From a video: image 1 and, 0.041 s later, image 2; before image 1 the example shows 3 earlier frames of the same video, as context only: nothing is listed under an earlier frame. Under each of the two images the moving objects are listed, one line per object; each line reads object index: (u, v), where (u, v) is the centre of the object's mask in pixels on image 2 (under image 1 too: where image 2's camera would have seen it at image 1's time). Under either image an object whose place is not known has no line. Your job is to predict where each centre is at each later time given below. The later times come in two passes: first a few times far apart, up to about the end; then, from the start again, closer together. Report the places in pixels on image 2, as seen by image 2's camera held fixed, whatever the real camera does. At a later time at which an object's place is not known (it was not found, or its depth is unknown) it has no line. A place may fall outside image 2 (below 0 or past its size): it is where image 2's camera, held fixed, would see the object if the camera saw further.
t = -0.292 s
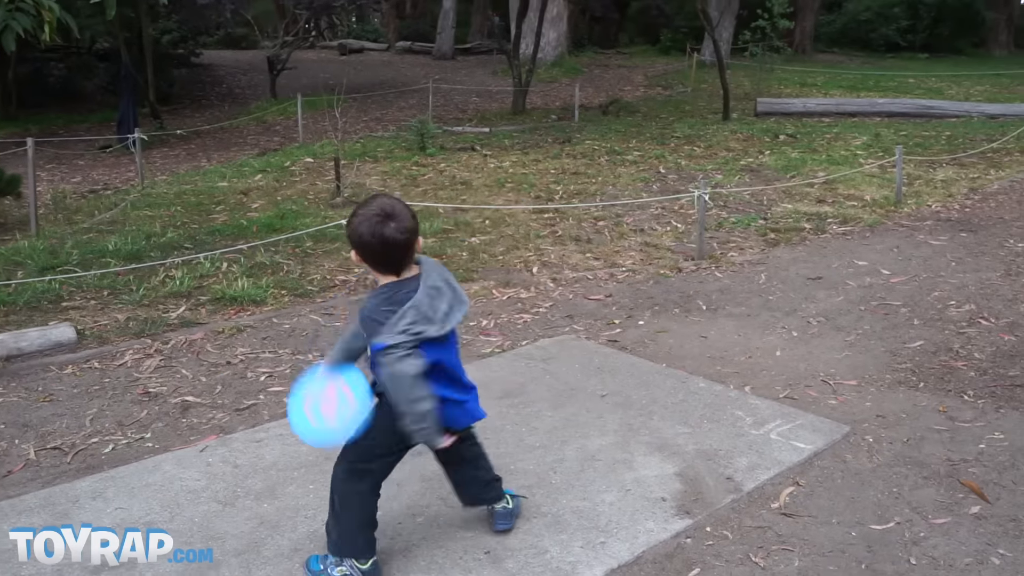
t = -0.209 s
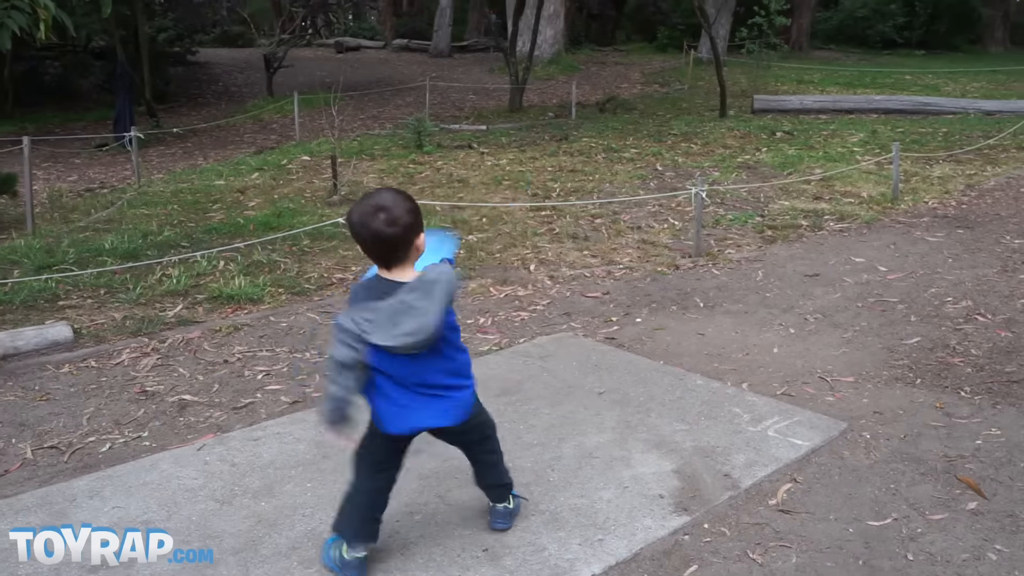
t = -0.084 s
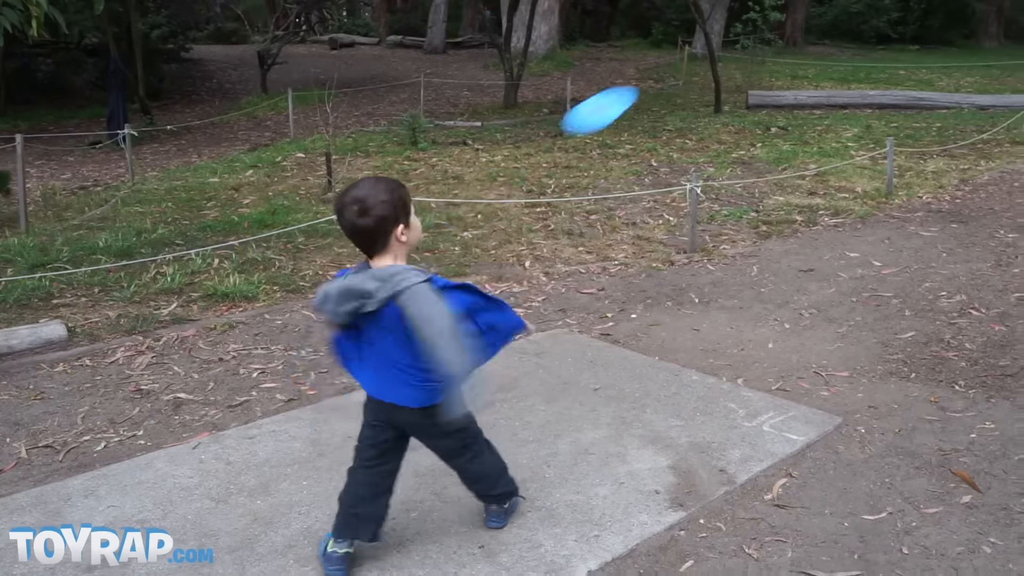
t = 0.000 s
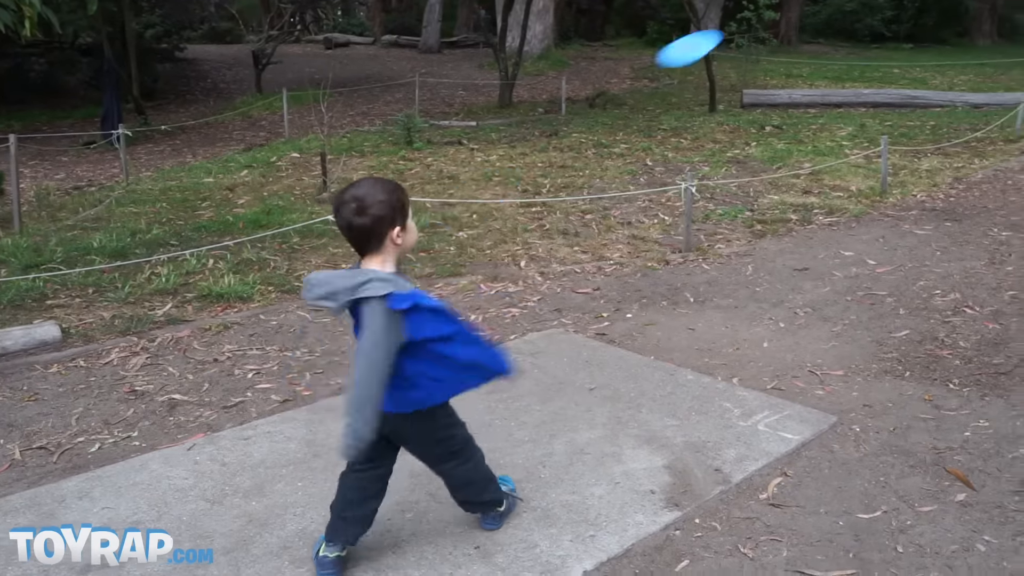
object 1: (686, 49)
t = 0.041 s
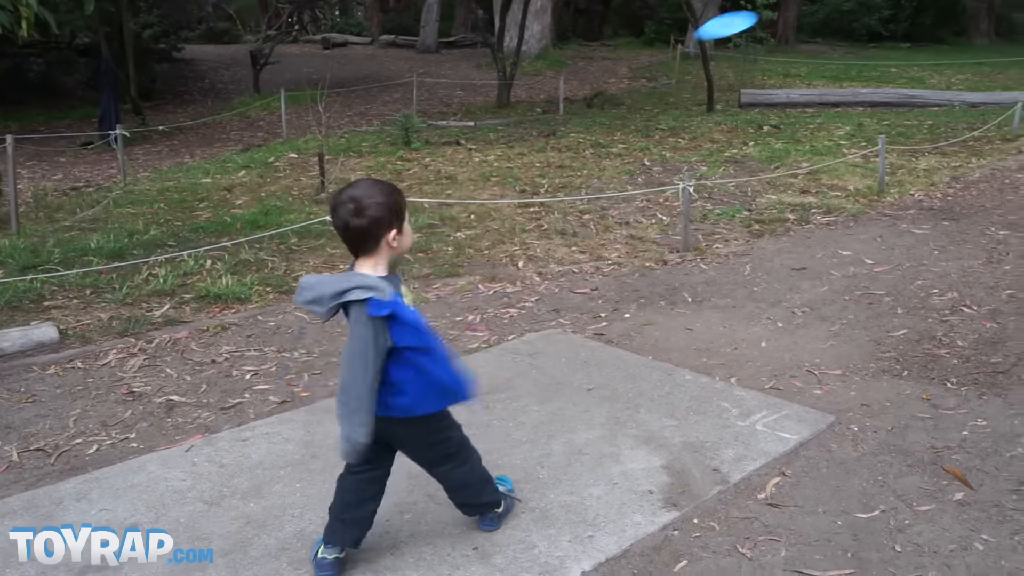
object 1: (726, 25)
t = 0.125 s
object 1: (785, -2)
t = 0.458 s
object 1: (933, -31)
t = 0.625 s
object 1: (979, -22)
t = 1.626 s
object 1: (947, 140)
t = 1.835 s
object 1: (929, 143)
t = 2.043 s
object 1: (925, 142)
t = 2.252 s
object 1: (928, 147)
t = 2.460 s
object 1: (927, 147)
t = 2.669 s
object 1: (927, 147)
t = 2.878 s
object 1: (927, 147)
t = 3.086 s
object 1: (927, 147)
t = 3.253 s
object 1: (926, 147)
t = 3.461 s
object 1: (925, 146)
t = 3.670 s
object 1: (925, 147)
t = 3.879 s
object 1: (924, 146)
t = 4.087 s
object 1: (924, 147)
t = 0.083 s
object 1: (757, 11)
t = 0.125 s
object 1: (785, -2)
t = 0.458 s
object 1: (933, -31)
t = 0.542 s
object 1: (966, -33)
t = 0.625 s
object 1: (979, -22)
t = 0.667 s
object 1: (983, -15)
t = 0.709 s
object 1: (986, -6)
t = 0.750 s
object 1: (989, 1)
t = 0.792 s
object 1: (991, 10)
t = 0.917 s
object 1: (984, 43)
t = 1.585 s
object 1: (949, 140)
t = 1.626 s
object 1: (947, 140)
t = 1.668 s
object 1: (944, 139)
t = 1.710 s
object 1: (940, 139)
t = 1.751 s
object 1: (935, 141)
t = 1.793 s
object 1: (931, 142)
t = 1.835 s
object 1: (929, 143)
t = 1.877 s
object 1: (926, 142)
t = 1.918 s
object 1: (924, 140)
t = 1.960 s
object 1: (924, 140)
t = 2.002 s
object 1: (924, 140)
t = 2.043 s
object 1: (925, 142)
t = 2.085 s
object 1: (925, 144)
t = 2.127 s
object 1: (927, 145)
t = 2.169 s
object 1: (928, 147)
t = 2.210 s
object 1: (928, 147)
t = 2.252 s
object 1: (928, 147)
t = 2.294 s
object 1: (927, 147)
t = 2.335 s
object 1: (927, 147)
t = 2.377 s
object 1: (927, 147)
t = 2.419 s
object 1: (927, 147)
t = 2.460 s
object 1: (927, 147)
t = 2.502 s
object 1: (927, 148)
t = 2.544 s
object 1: (927, 147)
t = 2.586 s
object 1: (927, 147)
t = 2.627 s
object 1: (927, 147)
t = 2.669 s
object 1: (927, 147)
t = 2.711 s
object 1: (927, 147)
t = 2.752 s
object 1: (927, 147)
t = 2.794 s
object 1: (928, 147)
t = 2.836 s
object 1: (927, 147)
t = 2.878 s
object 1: (927, 147)
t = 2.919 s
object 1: (927, 147)
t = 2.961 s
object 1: (927, 147)
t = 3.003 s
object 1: (926, 147)
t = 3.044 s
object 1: (927, 147)
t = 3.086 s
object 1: (927, 147)
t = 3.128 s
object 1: (927, 147)
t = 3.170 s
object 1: (926, 147)
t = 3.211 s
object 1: (926, 147)
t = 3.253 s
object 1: (926, 147)
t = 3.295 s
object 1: (926, 147)
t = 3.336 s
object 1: (926, 147)
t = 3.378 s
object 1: (926, 147)
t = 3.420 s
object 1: (925, 147)
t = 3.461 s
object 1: (925, 146)
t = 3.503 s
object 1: (925, 146)
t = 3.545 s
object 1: (925, 146)
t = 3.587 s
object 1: (925, 146)
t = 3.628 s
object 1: (925, 147)
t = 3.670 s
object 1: (925, 147)
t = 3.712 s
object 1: (925, 147)
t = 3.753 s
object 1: (926, 147)
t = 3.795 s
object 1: (925, 146)
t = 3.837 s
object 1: (924, 146)
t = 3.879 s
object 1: (924, 146)
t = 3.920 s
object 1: (924, 146)
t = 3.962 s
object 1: (924, 146)
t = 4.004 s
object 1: (924, 146)
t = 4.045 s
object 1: (924, 146)
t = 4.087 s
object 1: (924, 147)
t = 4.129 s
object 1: (924, 146)
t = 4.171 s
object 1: (924, 146)
